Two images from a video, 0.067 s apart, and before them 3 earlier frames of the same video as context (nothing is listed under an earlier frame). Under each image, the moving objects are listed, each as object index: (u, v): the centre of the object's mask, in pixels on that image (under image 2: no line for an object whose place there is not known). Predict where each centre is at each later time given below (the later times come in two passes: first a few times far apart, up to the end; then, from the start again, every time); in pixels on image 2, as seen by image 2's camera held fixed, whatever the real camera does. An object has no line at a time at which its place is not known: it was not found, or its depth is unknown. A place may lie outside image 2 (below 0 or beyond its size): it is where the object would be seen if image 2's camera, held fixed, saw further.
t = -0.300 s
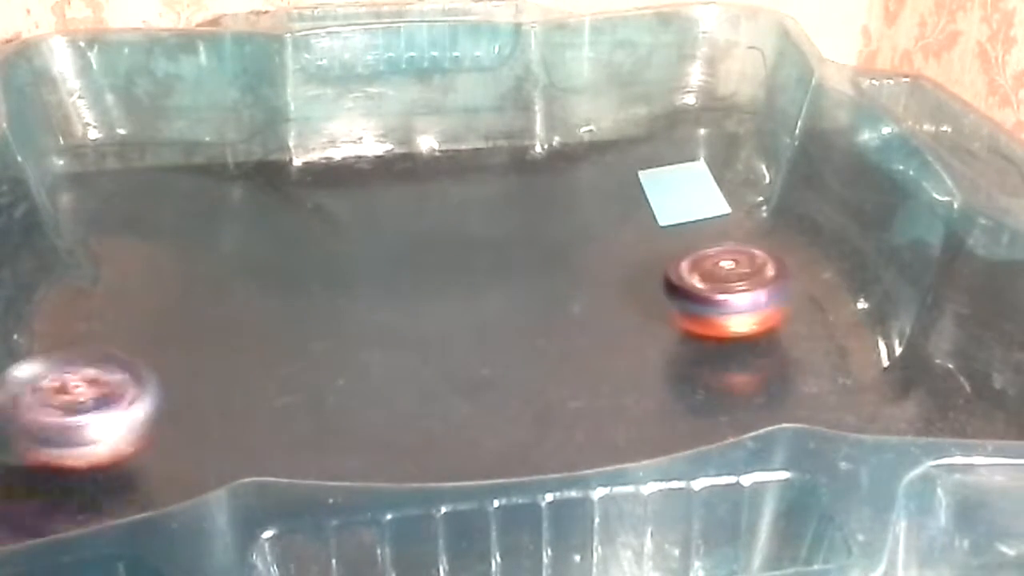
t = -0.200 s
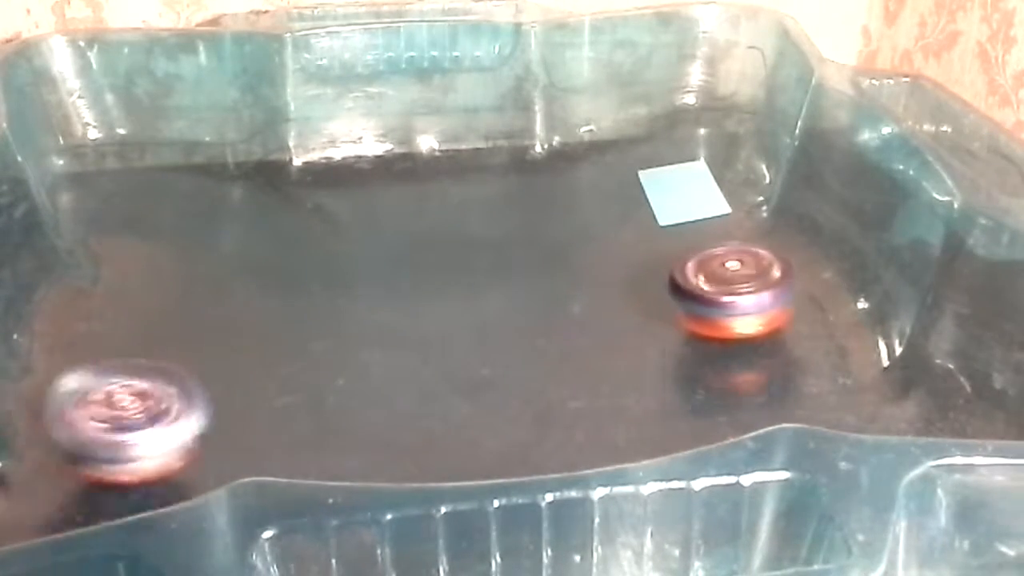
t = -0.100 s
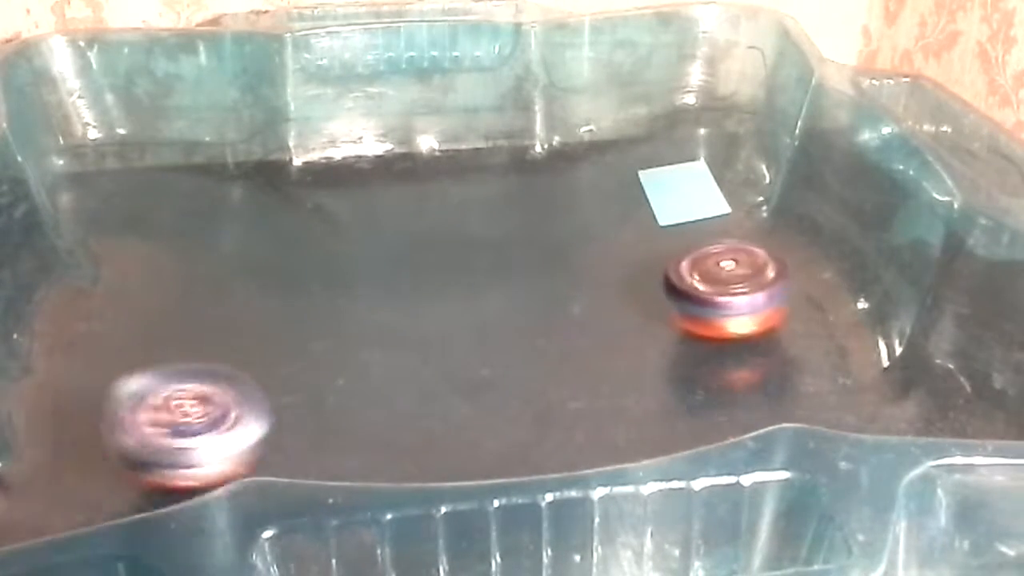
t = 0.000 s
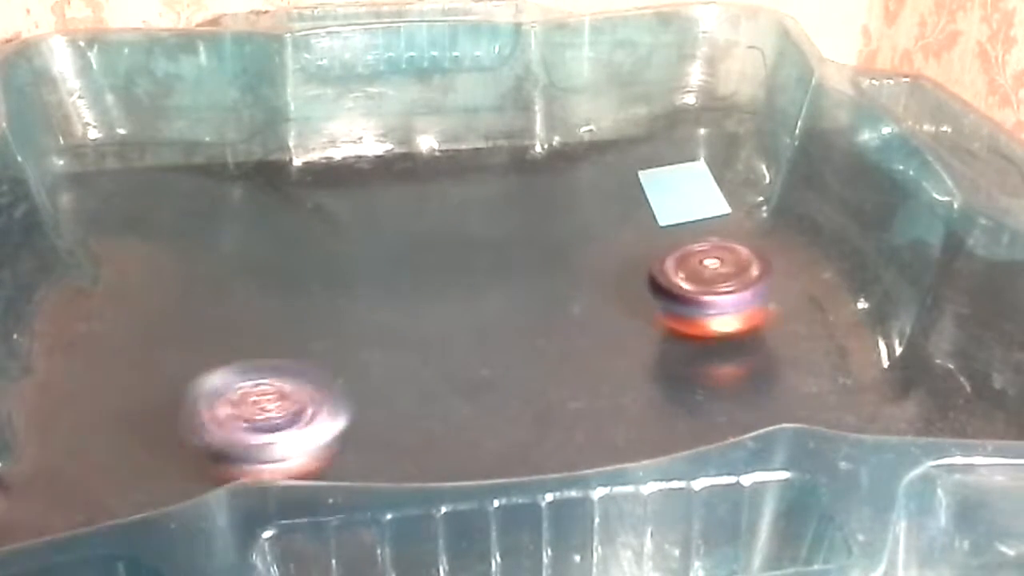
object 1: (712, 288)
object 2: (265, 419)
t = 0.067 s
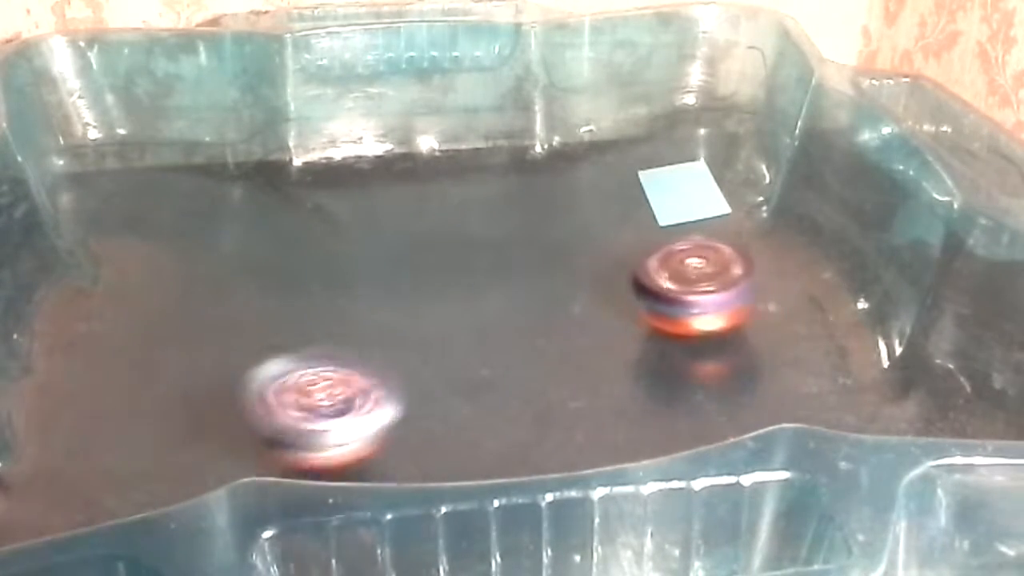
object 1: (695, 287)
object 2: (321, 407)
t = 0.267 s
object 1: (621, 282)
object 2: (456, 329)
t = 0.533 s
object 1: (579, 274)
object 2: (375, 239)
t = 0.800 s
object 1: (474, 280)
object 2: (259, 206)
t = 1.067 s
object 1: (362, 274)
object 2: (206, 223)
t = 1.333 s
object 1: (357, 293)
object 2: (129, 244)
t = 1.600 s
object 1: (376, 338)
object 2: (192, 296)
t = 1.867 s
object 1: (419, 381)
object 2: (325, 294)
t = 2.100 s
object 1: (477, 391)
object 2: (414, 265)
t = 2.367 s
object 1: (530, 377)
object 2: (490, 235)
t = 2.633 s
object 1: (562, 343)
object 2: (526, 224)
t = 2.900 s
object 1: (545, 311)
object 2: (537, 230)
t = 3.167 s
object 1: (505, 308)
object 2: (508, 218)
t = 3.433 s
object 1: (420, 323)
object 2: (448, 204)
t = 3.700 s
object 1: (337, 354)
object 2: (365, 160)
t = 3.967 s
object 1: (313, 354)
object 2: (353, 213)
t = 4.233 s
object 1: (348, 348)
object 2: (456, 268)
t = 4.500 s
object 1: (400, 347)
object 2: (560, 306)
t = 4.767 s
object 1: (428, 329)
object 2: (610, 339)
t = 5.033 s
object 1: (450, 306)
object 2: (602, 366)
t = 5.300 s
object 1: (454, 292)
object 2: (563, 385)
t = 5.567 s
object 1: (446, 290)
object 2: (507, 376)
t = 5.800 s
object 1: (432, 285)
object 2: (476, 359)
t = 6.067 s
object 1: (417, 287)
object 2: (488, 354)
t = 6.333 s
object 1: (413, 282)
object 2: (489, 364)
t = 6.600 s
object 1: (412, 274)
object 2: (505, 395)
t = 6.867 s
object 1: (409, 273)
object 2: (486, 399)
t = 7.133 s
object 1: (411, 280)
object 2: (453, 373)
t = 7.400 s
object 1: (428, 271)
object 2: (417, 345)
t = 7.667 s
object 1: (448, 269)
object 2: (391, 334)
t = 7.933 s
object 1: (457, 266)
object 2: (374, 322)
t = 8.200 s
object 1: (457, 264)
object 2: (364, 311)
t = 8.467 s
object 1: (464, 258)
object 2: (325, 329)
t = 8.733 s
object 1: (468, 264)
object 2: (308, 342)
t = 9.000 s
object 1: (464, 277)
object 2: (332, 340)
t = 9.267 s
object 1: (471, 284)
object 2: (366, 334)
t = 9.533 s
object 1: (488, 283)
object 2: (353, 351)
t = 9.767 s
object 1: (487, 281)
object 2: (358, 351)
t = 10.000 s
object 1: (471, 281)
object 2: (382, 339)
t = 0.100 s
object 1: (684, 286)
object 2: (348, 398)
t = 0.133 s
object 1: (673, 285)
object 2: (372, 386)
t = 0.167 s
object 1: (661, 284)
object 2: (396, 375)
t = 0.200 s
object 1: (649, 283)
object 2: (418, 360)
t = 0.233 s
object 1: (634, 284)
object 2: (438, 345)
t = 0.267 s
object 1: (621, 282)
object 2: (456, 329)
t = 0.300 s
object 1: (607, 282)
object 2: (470, 313)
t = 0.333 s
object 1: (598, 280)
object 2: (473, 298)
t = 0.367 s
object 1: (603, 278)
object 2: (458, 285)
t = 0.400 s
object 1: (604, 276)
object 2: (440, 275)
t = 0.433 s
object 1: (601, 275)
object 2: (423, 267)
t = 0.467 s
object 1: (596, 275)
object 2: (407, 256)
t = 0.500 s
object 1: (589, 274)
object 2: (391, 247)
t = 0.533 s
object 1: (579, 274)
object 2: (375, 239)
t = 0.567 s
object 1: (568, 275)
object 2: (360, 232)
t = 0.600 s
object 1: (556, 275)
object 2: (346, 225)
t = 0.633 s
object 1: (543, 276)
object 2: (331, 219)
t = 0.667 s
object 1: (530, 277)
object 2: (316, 214)
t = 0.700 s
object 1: (516, 278)
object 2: (300, 210)
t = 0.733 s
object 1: (503, 279)
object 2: (285, 208)
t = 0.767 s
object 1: (488, 280)
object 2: (271, 207)
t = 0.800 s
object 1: (474, 280)
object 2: (259, 206)
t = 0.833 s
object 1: (459, 281)
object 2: (246, 207)
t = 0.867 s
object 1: (445, 280)
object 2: (235, 208)
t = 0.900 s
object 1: (429, 279)
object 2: (227, 208)
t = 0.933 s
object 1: (415, 278)
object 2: (220, 213)
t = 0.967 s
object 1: (400, 277)
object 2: (215, 214)
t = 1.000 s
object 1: (386, 276)
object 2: (210, 218)
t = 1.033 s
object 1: (373, 275)
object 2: (208, 219)
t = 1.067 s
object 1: (362, 274)
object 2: (206, 223)
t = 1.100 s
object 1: (351, 273)
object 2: (204, 227)
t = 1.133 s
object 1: (340, 272)
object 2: (205, 230)
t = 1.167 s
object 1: (329, 272)
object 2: (205, 241)
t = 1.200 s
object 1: (328, 274)
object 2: (200, 244)
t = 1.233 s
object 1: (340, 280)
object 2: (180, 239)
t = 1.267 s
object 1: (350, 285)
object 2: (162, 239)
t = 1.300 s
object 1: (355, 288)
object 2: (145, 242)
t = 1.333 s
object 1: (357, 293)
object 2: (129, 244)
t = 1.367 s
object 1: (359, 298)
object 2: (116, 246)
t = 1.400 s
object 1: (362, 304)
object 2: (113, 255)
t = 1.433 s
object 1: (364, 309)
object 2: (116, 265)
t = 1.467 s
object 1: (367, 314)
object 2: (124, 273)
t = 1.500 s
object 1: (368, 320)
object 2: (135, 280)
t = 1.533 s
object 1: (370, 326)
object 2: (152, 285)
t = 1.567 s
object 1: (374, 332)
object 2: (172, 290)
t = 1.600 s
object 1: (376, 338)
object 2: (192, 296)
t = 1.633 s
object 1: (377, 343)
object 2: (214, 300)
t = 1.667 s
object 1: (377, 349)
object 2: (235, 303)
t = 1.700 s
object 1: (378, 355)
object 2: (255, 304)
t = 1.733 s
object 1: (383, 361)
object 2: (276, 304)
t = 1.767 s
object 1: (396, 367)
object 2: (287, 302)
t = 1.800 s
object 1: (406, 371)
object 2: (299, 299)
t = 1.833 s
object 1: (412, 376)
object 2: (312, 296)
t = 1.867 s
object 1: (419, 381)
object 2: (325, 294)
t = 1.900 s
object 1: (427, 385)
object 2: (336, 291)
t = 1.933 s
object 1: (436, 388)
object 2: (346, 287)
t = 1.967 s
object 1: (443, 390)
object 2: (361, 283)
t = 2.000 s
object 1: (450, 391)
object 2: (373, 278)
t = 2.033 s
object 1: (460, 393)
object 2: (387, 273)
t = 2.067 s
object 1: (471, 392)
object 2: (401, 269)
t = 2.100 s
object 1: (477, 391)
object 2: (414, 265)
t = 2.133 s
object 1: (484, 391)
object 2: (426, 261)
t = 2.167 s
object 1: (492, 390)
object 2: (438, 256)
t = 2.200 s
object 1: (500, 388)
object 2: (448, 253)
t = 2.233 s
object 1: (505, 387)
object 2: (458, 249)
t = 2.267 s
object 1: (511, 385)
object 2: (466, 248)
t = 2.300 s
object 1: (517, 383)
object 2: (475, 244)
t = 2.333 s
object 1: (524, 380)
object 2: (484, 238)
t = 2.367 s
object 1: (530, 377)
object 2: (490, 235)
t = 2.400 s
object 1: (537, 373)
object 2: (495, 233)
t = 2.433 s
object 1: (542, 369)
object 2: (501, 230)
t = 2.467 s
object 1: (547, 365)
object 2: (506, 228)
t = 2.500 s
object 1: (551, 361)
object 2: (512, 226)
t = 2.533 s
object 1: (555, 356)
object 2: (515, 225)
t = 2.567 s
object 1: (558, 352)
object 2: (519, 225)
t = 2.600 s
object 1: (560, 347)
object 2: (522, 224)
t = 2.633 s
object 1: (562, 343)
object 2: (526, 224)
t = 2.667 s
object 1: (562, 339)
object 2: (529, 224)
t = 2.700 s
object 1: (562, 335)
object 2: (531, 225)
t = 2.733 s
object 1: (560, 331)
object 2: (533, 226)
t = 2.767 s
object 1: (558, 327)
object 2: (535, 227)
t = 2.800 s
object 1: (555, 323)
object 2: (536, 229)
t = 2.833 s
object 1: (552, 320)
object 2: (537, 230)
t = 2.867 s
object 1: (549, 315)
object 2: (537, 230)
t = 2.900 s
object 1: (545, 311)
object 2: (537, 230)
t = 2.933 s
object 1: (540, 311)
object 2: (537, 229)
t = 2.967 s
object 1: (535, 313)
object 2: (535, 226)
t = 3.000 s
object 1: (531, 316)
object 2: (530, 225)
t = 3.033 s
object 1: (528, 316)
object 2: (526, 223)
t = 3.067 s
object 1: (523, 315)
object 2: (523, 221)
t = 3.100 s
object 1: (519, 313)
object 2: (519, 220)
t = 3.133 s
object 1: (513, 311)
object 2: (514, 219)
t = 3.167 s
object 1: (505, 308)
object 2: (508, 218)
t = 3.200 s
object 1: (494, 306)
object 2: (501, 217)
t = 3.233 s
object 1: (484, 304)
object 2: (491, 217)
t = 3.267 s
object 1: (473, 303)
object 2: (484, 217)
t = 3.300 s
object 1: (461, 301)
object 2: (476, 216)
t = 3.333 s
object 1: (450, 300)
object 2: (469, 216)
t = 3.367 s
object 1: (442, 299)
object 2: (459, 220)
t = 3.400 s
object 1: (430, 311)
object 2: (454, 214)
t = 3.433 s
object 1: (420, 323)
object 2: (448, 204)
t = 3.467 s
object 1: (411, 331)
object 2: (443, 195)
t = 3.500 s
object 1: (404, 337)
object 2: (436, 187)
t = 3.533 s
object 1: (396, 340)
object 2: (428, 182)
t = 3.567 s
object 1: (387, 342)
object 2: (419, 176)
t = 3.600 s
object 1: (375, 345)
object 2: (408, 169)
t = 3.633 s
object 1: (361, 348)
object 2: (397, 163)
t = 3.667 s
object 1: (348, 351)
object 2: (382, 159)
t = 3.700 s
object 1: (337, 354)
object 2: (365, 160)
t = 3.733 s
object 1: (329, 355)
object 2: (351, 163)
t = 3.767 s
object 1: (323, 355)
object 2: (340, 166)
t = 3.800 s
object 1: (318, 356)
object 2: (341, 170)
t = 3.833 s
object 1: (314, 356)
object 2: (341, 182)
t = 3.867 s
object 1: (312, 356)
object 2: (343, 192)
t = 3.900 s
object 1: (311, 356)
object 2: (344, 198)
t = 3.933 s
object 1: (312, 355)
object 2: (346, 207)
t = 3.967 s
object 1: (313, 354)
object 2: (353, 213)
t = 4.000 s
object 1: (314, 353)
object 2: (362, 220)
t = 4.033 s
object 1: (316, 352)
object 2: (373, 228)
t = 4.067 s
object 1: (319, 351)
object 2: (384, 235)
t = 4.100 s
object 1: (323, 350)
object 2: (396, 244)
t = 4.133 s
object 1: (329, 348)
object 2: (411, 250)
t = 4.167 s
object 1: (335, 348)
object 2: (425, 256)
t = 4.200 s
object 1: (341, 348)
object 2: (441, 262)
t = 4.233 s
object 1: (348, 348)
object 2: (456, 268)
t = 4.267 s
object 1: (354, 349)
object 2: (472, 272)
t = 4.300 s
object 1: (360, 349)
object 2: (487, 276)
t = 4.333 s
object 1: (366, 349)
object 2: (501, 279)
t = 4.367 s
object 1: (374, 349)
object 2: (514, 284)
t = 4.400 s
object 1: (382, 349)
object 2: (528, 290)
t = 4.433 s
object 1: (388, 349)
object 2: (539, 295)
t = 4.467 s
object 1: (395, 348)
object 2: (549, 301)
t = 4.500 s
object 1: (400, 347)
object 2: (560, 306)
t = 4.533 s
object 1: (406, 346)
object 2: (569, 311)
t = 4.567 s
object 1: (409, 344)
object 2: (577, 316)
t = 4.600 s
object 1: (413, 343)
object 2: (585, 320)
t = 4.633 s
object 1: (417, 340)
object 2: (593, 324)
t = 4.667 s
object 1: (419, 337)
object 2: (599, 328)
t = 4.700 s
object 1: (422, 335)
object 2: (604, 332)
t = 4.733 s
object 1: (425, 332)
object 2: (608, 336)
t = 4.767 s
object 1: (428, 329)
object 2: (610, 339)
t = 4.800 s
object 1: (430, 326)
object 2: (611, 343)
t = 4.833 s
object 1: (433, 323)
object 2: (611, 347)
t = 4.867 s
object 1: (435, 320)
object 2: (610, 351)
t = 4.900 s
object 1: (439, 317)
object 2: (609, 354)
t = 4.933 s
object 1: (441, 314)
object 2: (608, 357)
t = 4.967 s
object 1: (444, 311)
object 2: (606, 361)
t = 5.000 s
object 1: (447, 309)
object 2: (604, 363)
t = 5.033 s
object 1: (450, 306)
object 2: (602, 366)
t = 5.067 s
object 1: (452, 304)
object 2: (600, 369)
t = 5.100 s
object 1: (454, 302)
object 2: (598, 373)
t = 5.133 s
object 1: (454, 300)
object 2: (594, 375)
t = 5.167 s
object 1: (455, 298)
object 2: (589, 378)
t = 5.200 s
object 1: (455, 296)
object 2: (583, 381)
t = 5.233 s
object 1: (455, 295)
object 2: (578, 382)
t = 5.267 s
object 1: (455, 294)
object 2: (571, 384)
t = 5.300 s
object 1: (454, 292)
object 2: (563, 385)
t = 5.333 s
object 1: (454, 291)
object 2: (555, 385)
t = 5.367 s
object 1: (453, 290)
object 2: (547, 385)
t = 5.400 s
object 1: (452, 290)
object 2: (539, 385)
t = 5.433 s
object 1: (452, 290)
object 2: (532, 384)
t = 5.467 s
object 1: (451, 290)
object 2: (526, 382)
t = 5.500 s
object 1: (449, 290)
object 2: (519, 380)
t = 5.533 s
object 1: (447, 290)
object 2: (513, 378)
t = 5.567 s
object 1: (446, 290)
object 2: (507, 376)
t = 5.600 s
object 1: (444, 291)
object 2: (501, 374)
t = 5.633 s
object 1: (443, 288)
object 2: (492, 368)
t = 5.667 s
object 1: (442, 286)
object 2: (485, 363)
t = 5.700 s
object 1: (443, 286)
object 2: (478, 360)
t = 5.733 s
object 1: (440, 284)
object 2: (473, 355)
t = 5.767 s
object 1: (436, 283)
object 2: (473, 356)
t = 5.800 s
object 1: (432, 285)
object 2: (476, 359)
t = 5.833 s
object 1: (426, 285)
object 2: (479, 360)
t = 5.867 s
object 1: (423, 286)
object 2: (482, 360)
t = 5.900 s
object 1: (422, 286)
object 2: (484, 359)
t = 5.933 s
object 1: (422, 286)
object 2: (486, 357)
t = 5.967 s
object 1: (421, 286)
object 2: (486, 357)
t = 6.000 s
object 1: (419, 288)
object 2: (487, 357)
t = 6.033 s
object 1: (417, 287)
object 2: (488, 356)
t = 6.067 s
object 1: (417, 287)
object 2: (488, 354)
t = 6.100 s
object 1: (416, 287)
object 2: (487, 352)
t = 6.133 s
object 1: (414, 287)
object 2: (485, 349)
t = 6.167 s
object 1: (413, 287)
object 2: (483, 348)
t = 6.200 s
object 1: (413, 287)
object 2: (481, 346)
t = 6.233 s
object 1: (411, 285)
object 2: (478, 344)
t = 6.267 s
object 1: (412, 284)
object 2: (481, 351)
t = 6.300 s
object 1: (413, 282)
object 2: (485, 358)
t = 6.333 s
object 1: (413, 282)
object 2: (489, 364)
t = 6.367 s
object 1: (413, 281)
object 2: (493, 370)
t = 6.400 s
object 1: (412, 280)
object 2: (495, 373)
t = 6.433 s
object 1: (412, 278)
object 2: (497, 377)
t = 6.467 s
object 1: (412, 277)
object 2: (499, 381)
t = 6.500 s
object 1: (412, 276)
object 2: (502, 385)
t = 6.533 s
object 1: (412, 275)
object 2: (503, 389)
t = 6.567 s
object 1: (412, 275)
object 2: (504, 392)
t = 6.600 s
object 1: (412, 274)
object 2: (505, 395)
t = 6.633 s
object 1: (412, 274)
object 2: (504, 396)
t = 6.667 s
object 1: (411, 273)
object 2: (504, 398)
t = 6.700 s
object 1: (411, 273)
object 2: (503, 400)
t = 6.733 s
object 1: (410, 273)
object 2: (500, 400)
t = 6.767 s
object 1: (410, 273)
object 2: (497, 402)
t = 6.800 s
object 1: (410, 273)
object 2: (494, 402)
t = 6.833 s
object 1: (409, 273)
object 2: (490, 401)
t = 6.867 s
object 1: (409, 273)
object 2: (486, 399)
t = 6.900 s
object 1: (409, 274)
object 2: (483, 397)
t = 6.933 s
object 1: (409, 274)
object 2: (479, 396)
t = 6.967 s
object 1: (409, 275)
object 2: (475, 393)
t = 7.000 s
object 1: (409, 276)
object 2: (471, 390)
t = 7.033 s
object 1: (409, 277)
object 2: (466, 386)
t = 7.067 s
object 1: (410, 278)
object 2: (461, 381)
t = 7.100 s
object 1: (410, 279)
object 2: (457, 377)
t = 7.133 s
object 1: (411, 280)
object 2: (453, 373)
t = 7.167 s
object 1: (412, 280)
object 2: (449, 369)
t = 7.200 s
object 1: (413, 280)
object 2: (443, 363)
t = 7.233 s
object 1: (413, 279)
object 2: (440, 357)
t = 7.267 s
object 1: (415, 277)
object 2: (436, 352)
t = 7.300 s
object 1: (416, 273)
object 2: (433, 345)
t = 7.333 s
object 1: (420, 272)
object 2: (428, 344)
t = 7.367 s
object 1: (425, 272)
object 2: (422, 345)
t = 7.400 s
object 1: (428, 271)
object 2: (417, 345)
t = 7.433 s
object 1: (430, 273)
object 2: (412, 345)
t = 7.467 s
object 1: (433, 272)
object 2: (408, 344)
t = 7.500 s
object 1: (436, 272)
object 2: (405, 342)
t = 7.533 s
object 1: (440, 271)
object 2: (402, 341)
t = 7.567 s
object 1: (443, 270)
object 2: (398, 340)
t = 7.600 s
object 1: (445, 270)
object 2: (395, 338)
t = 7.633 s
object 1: (446, 270)
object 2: (393, 335)
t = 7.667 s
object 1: (448, 269)
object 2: (391, 334)
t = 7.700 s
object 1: (450, 268)
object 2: (389, 332)
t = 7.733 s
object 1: (451, 269)
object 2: (387, 328)
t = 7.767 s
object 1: (452, 269)
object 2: (386, 325)
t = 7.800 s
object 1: (454, 268)
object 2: (385, 325)
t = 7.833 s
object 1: (455, 267)
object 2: (382, 323)
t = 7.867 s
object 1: (457, 265)
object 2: (379, 322)
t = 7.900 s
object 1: (457, 265)
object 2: (376, 322)
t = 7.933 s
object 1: (457, 266)
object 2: (374, 322)
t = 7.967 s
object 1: (457, 265)
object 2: (371, 320)
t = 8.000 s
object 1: (457, 265)
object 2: (369, 318)
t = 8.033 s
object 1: (458, 265)
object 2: (368, 318)
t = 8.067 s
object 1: (458, 265)
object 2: (367, 316)
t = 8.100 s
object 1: (457, 264)
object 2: (366, 315)
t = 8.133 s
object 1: (457, 264)
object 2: (364, 313)
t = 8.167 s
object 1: (457, 264)
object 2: (364, 313)
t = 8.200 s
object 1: (457, 264)
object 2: (364, 311)
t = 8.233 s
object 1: (457, 264)
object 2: (365, 309)
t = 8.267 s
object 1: (457, 264)
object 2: (364, 309)
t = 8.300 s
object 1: (459, 262)
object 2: (354, 314)
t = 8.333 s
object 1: (461, 259)
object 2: (348, 316)
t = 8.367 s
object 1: (463, 258)
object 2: (341, 320)
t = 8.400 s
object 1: (463, 258)
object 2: (336, 322)
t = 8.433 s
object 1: (463, 258)
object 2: (330, 326)
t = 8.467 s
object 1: (464, 258)
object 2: (325, 329)
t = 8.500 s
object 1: (465, 259)
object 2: (320, 333)
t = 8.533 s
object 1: (466, 259)
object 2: (316, 335)
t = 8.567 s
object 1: (466, 259)
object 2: (313, 336)
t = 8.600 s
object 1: (466, 260)
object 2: (311, 339)
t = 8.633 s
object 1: (467, 261)
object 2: (309, 340)
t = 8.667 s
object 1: (467, 262)
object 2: (308, 340)
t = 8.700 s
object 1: (467, 263)
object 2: (308, 341)
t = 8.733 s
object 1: (468, 264)
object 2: (308, 342)
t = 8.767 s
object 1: (467, 265)
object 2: (308, 342)
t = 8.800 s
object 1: (466, 266)
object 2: (309, 343)
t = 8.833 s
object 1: (466, 268)
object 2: (311, 343)
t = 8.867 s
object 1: (466, 269)
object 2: (314, 343)
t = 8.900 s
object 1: (465, 271)
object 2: (318, 343)
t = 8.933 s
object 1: (464, 273)
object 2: (321, 342)
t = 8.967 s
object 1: (464, 275)
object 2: (326, 340)
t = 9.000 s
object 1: (464, 277)
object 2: (332, 340)
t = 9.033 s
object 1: (463, 279)
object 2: (337, 338)
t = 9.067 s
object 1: (463, 281)
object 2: (343, 337)
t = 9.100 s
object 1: (462, 283)
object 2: (350, 336)
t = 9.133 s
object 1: (462, 284)
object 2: (357, 333)
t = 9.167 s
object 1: (464, 285)
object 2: (364, 331)
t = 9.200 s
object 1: (466, 286)
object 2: (370, 330)
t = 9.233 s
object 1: (468, 287)
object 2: (370, 330)
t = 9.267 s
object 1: (471, 284)
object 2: (366, 334)
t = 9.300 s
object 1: (472, 285)
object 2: (365, 337)
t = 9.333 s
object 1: (475, 285)
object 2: (363, 339)
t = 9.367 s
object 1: (477, 285)
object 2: (360, 341)
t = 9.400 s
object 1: (480, 285)
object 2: (359, 344)
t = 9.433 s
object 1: (482, 285)
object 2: (356, 346)
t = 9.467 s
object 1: (485, 284)
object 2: (355, 348)
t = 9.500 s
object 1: (487, 284)
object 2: (354, 350)
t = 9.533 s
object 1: (488, 283)
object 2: (353, 351)
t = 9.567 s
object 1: (489, 283)
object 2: (353, 351)
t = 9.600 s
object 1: (489, 282)
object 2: (353, 352)
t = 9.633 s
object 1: (490, 282)
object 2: (353, 352)
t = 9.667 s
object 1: (489, 281)
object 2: (353, 352)
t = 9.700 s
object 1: (489, 281)
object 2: (354, 352)
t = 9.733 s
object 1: (488, 281)
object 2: (355, 351)
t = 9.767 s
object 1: (487, 281)
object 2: (358, 351)
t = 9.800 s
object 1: (485, 281)
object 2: (359, 350)
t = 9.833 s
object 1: (482, 281)
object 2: (362, 348)
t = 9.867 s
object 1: (480, 282)
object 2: (365, 348)
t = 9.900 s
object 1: (478, 282)
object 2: (369, 345)
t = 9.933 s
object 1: (475, 282)
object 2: (373, 343)
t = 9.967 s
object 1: (473, 282)
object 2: (377, 342)
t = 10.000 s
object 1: (471, 281)
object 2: (382, 339)
